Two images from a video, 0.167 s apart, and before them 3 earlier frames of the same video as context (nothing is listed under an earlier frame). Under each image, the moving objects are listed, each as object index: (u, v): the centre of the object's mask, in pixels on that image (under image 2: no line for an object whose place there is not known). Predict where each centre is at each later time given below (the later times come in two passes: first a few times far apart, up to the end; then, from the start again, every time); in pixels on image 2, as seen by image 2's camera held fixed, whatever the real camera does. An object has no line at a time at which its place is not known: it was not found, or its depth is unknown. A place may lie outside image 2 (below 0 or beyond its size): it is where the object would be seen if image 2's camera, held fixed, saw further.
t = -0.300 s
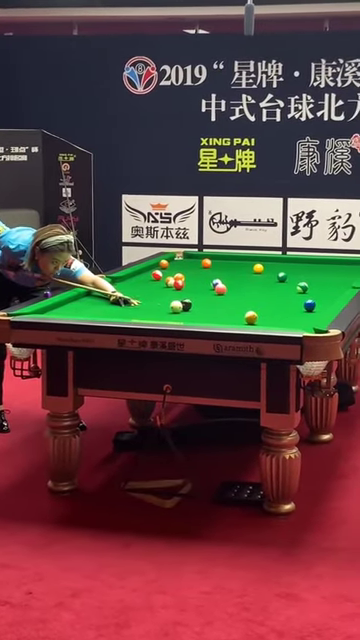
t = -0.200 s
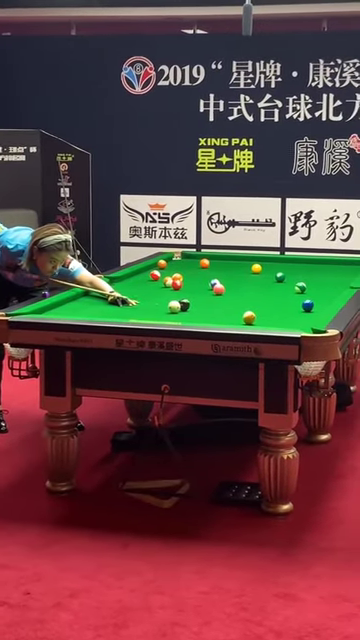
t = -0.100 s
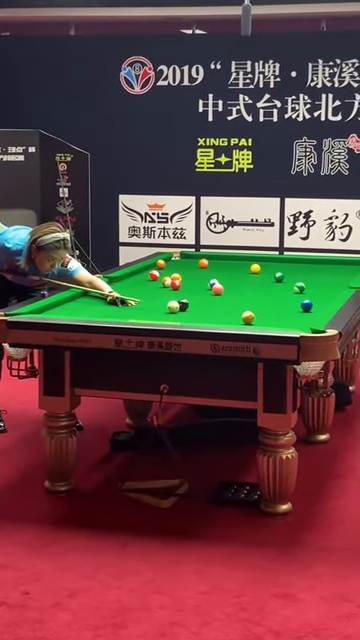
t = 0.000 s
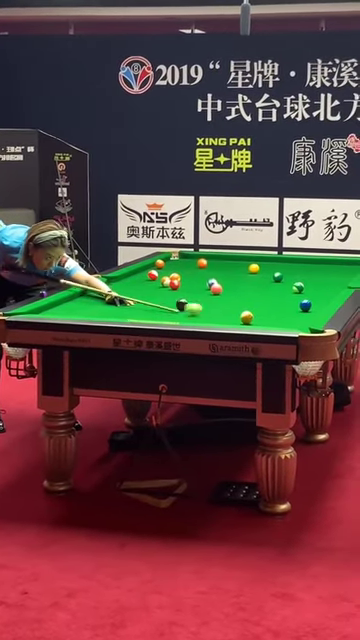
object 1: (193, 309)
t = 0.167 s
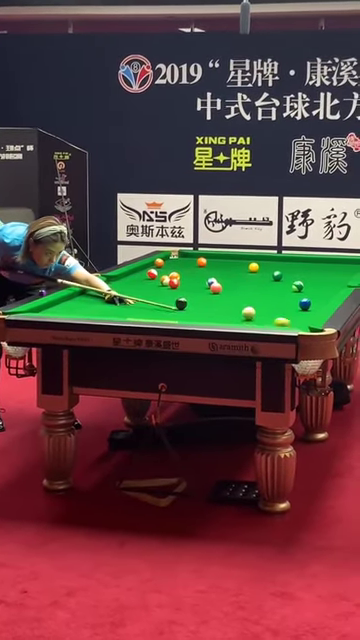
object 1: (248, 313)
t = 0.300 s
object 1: (258, 311)
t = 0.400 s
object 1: (261, 309)
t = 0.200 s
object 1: (252, 313)
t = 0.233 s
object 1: (254, 312)
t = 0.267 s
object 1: (256, 311)
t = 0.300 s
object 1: (258, 311)
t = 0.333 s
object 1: (259, 310)
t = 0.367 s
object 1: (260, 310)
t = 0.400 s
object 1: (261, 309)
